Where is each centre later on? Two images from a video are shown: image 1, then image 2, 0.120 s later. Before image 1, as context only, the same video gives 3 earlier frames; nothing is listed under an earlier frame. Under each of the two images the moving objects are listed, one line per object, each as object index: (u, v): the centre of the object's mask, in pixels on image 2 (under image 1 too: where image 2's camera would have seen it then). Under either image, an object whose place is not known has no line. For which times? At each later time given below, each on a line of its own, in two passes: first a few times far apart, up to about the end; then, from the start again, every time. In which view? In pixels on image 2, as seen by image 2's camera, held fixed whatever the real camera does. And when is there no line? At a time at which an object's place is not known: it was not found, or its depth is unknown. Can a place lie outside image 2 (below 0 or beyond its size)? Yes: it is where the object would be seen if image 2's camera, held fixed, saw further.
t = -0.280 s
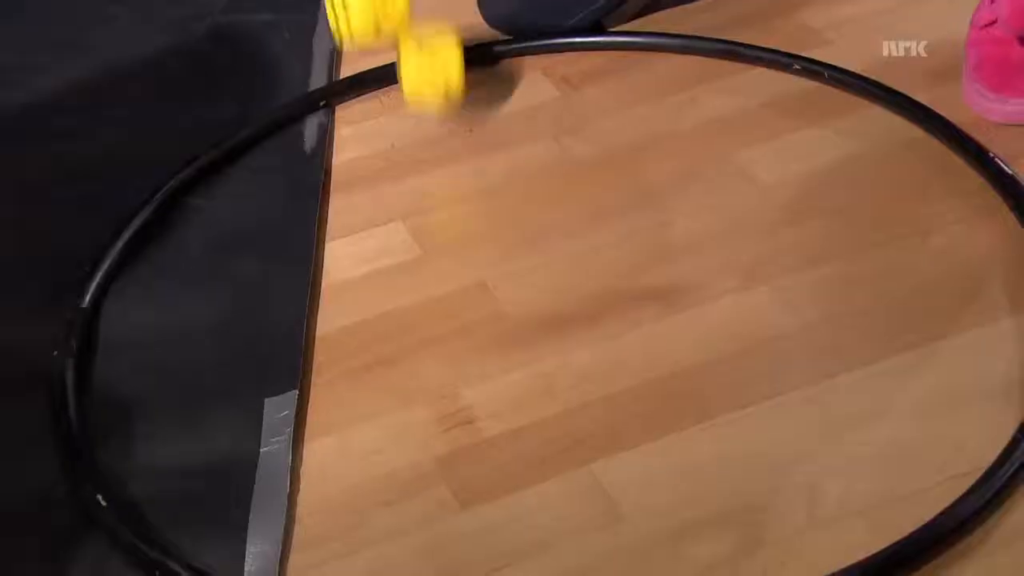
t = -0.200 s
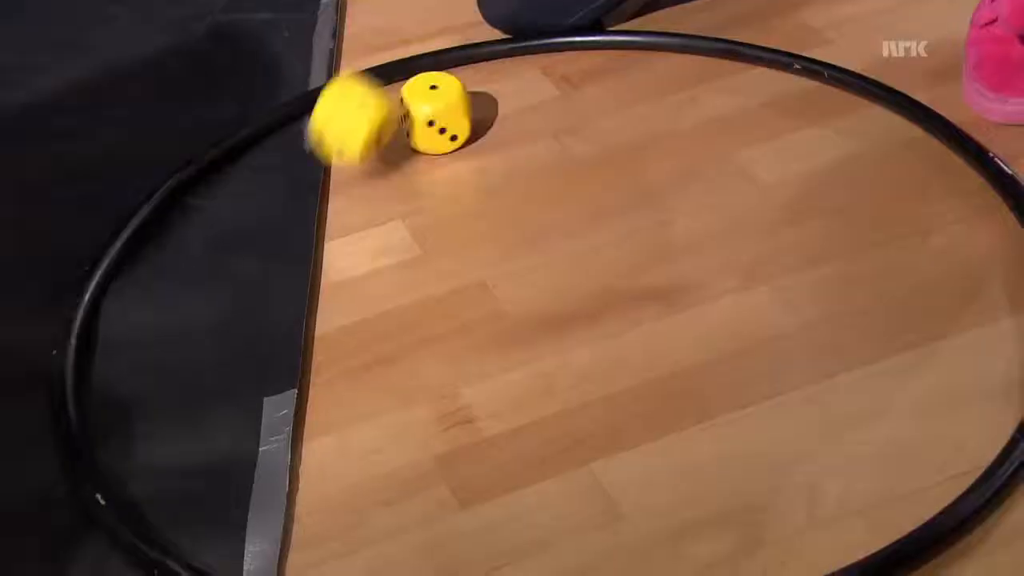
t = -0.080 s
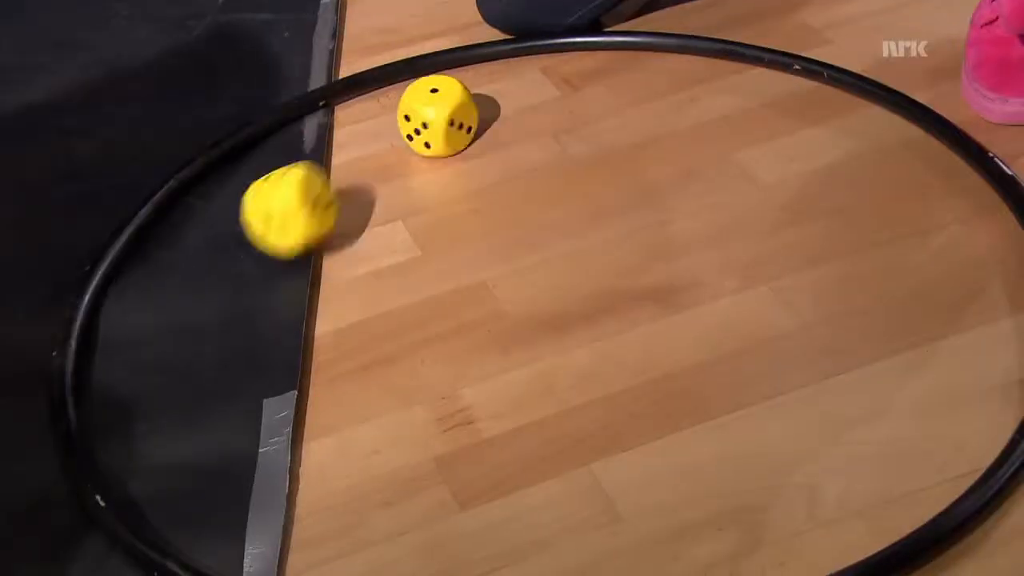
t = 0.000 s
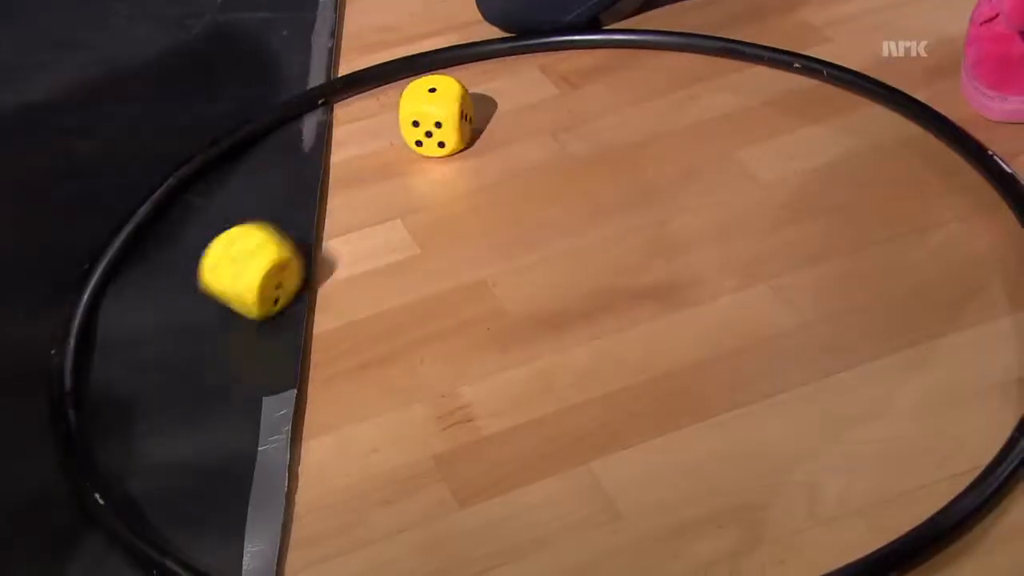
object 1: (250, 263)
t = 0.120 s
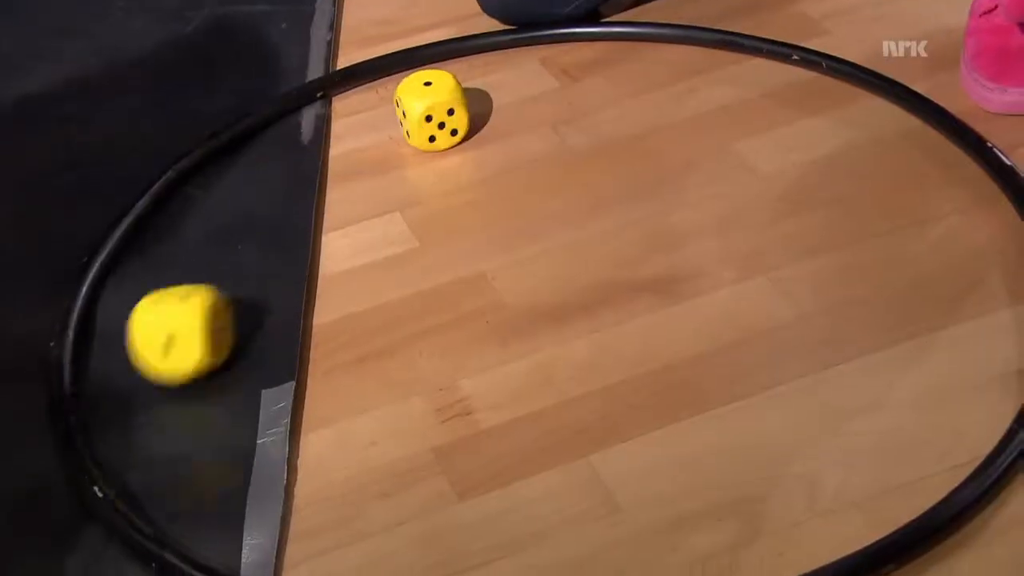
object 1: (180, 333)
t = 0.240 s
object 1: (137, 381)
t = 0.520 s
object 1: (189, 440)
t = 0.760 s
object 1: (233, 379)
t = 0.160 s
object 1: (162, 350)
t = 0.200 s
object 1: (147, 359)
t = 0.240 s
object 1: (137, 381)
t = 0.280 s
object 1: (131, 398)
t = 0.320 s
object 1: (128, 413)
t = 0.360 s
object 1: (129, 432)
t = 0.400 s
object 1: (138, 439)
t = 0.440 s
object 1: (152, 445)
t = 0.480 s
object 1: (171, 446)
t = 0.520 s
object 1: (189, 440)
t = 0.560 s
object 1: (201, 428)
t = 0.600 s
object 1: (209, 417)
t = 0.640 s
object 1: (216, 407)
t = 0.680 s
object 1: (226, 397)
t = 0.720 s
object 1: (232, 390)
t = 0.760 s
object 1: (233, 379)
